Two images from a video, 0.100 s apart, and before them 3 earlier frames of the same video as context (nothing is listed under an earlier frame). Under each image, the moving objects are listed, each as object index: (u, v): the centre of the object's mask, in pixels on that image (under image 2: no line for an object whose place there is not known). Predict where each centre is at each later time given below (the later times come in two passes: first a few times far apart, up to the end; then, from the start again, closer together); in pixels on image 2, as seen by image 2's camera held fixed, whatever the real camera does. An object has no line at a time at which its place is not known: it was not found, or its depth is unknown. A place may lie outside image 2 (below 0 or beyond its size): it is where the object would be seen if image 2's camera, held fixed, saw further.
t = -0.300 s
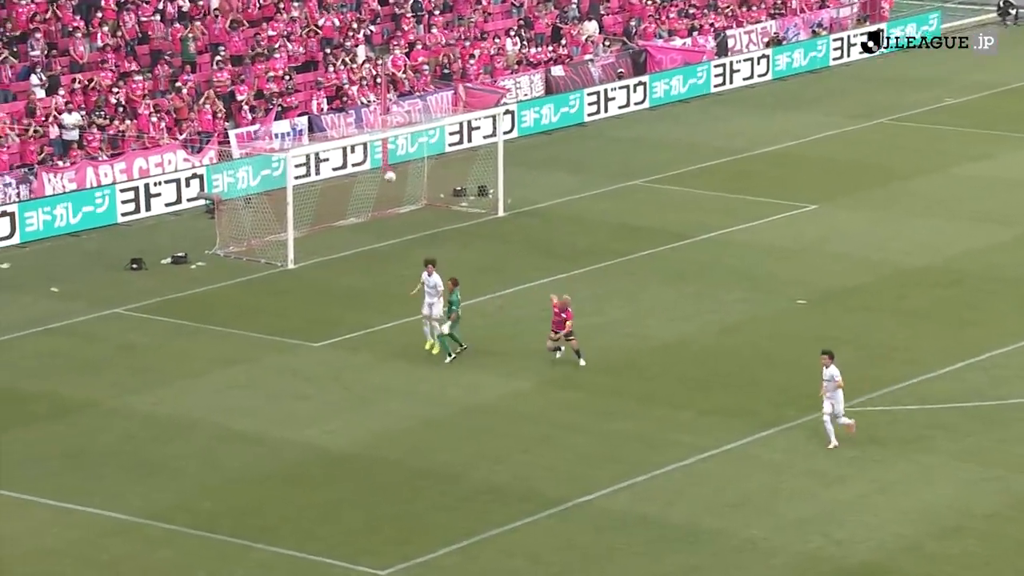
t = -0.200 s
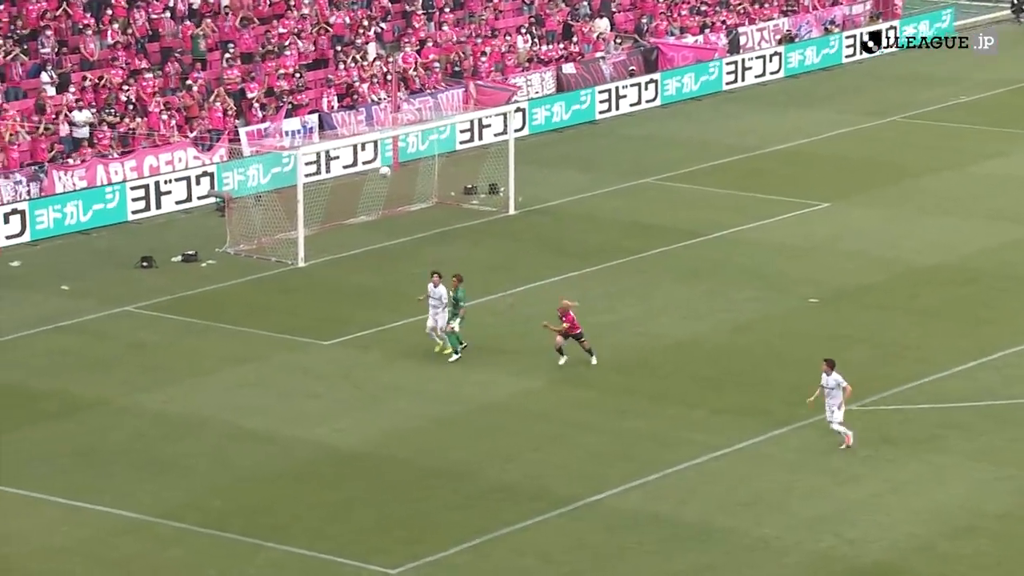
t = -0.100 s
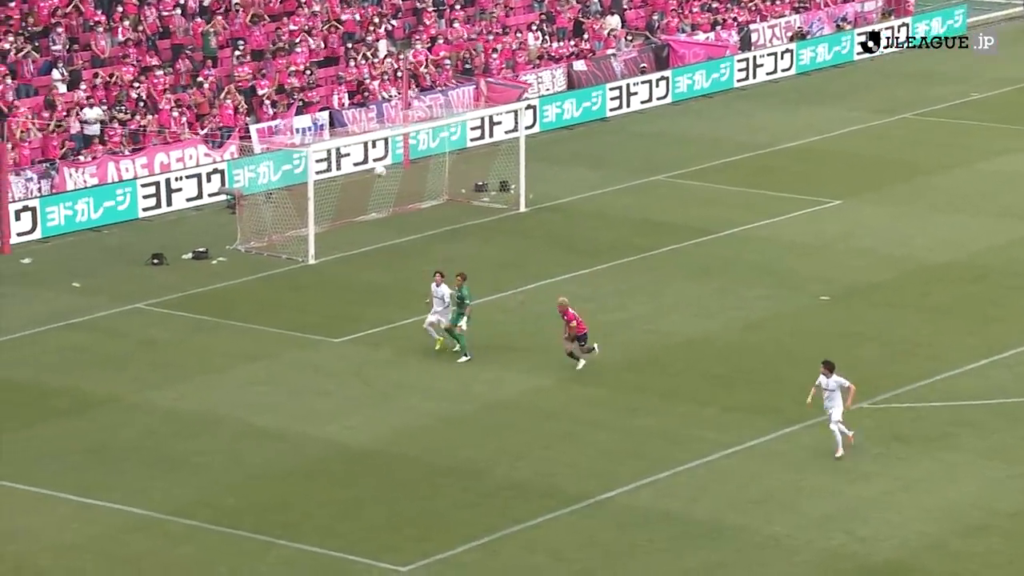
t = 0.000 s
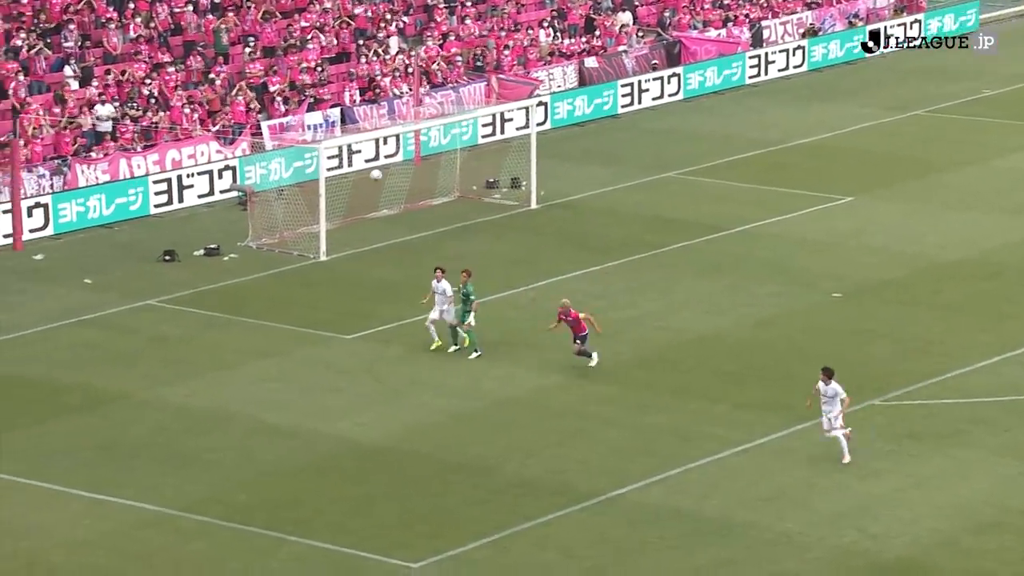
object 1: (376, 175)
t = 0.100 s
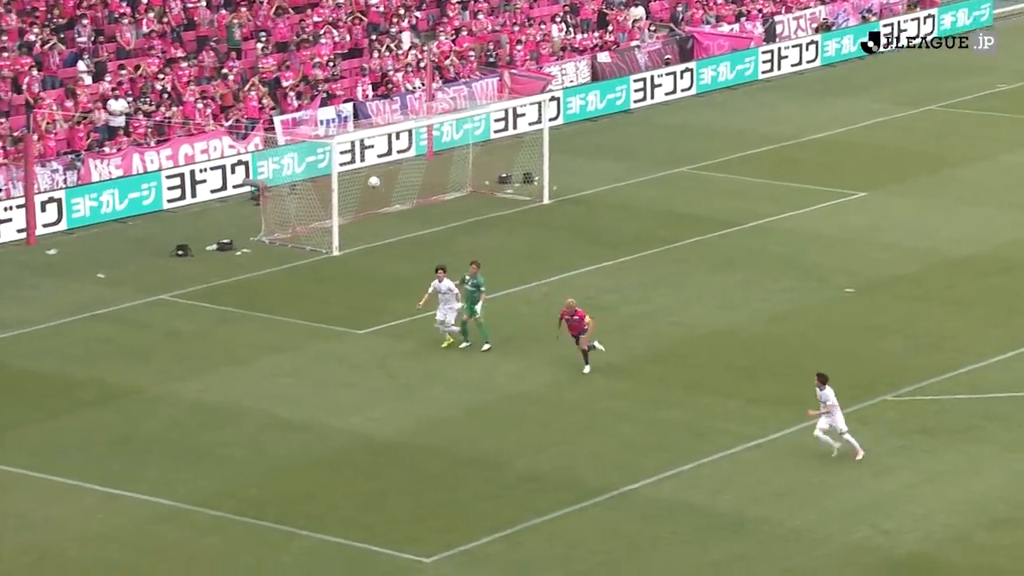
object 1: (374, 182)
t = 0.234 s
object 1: (355, 205)
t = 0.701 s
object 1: (295, 361)
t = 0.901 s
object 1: (270, 465)
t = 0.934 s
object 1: (265, 458)
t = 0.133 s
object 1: (369, 186)
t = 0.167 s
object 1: (365, 192)
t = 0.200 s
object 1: (360, 199)
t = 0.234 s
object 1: (355, 205)
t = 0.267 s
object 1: (351, 212)
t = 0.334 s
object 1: (342, 229)
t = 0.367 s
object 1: (338, 238)
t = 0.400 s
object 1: (332, 248)
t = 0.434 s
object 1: (329, 259)
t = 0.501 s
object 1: (320, 280)
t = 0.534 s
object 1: (315, 293)
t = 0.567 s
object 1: (311, 305)
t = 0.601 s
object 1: (307, 318)
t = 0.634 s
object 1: (303, 332)
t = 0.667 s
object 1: (298, 347)
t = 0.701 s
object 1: (295, 361)
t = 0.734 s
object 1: (290, 378)
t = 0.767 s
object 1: (287, 393)
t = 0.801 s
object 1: (283, 410)
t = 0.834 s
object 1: (279, 428)
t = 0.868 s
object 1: (275, 446)
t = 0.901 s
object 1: (270, 465)
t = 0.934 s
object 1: (265, 458)
